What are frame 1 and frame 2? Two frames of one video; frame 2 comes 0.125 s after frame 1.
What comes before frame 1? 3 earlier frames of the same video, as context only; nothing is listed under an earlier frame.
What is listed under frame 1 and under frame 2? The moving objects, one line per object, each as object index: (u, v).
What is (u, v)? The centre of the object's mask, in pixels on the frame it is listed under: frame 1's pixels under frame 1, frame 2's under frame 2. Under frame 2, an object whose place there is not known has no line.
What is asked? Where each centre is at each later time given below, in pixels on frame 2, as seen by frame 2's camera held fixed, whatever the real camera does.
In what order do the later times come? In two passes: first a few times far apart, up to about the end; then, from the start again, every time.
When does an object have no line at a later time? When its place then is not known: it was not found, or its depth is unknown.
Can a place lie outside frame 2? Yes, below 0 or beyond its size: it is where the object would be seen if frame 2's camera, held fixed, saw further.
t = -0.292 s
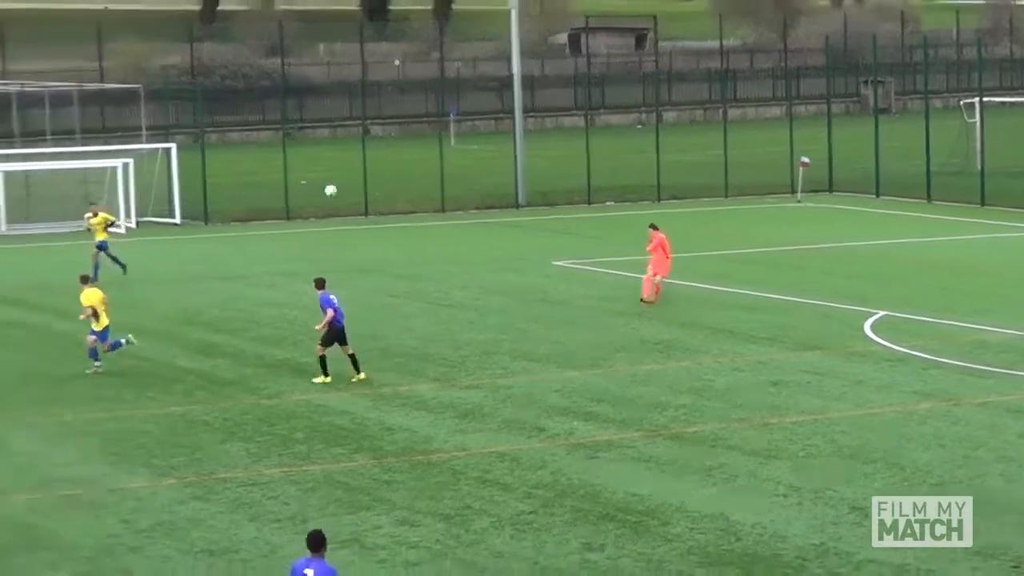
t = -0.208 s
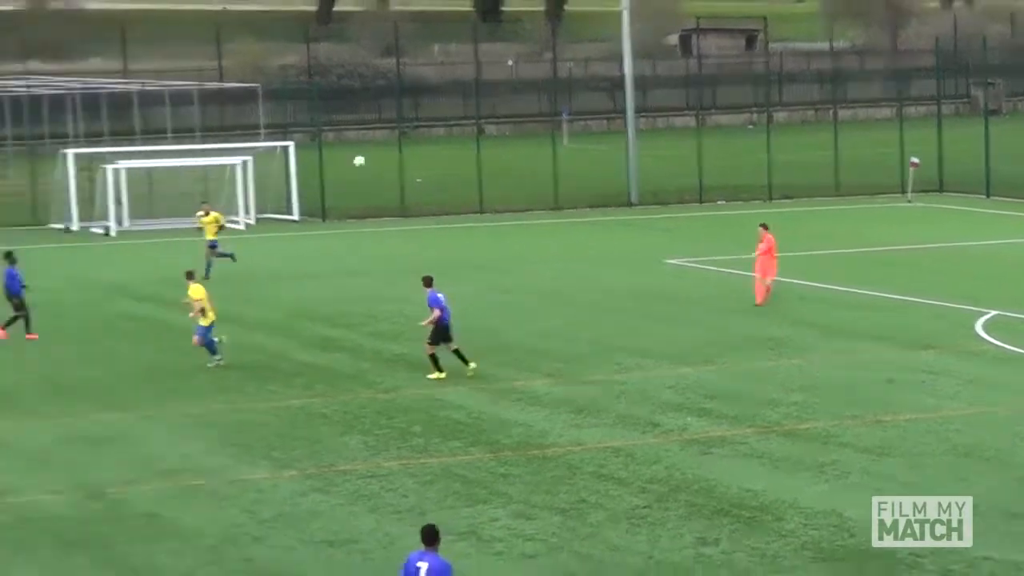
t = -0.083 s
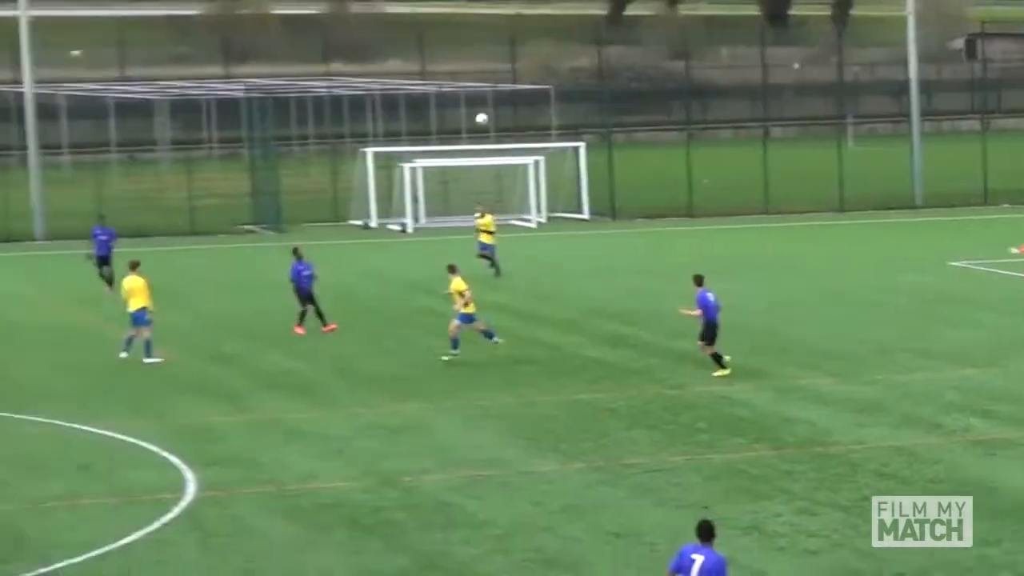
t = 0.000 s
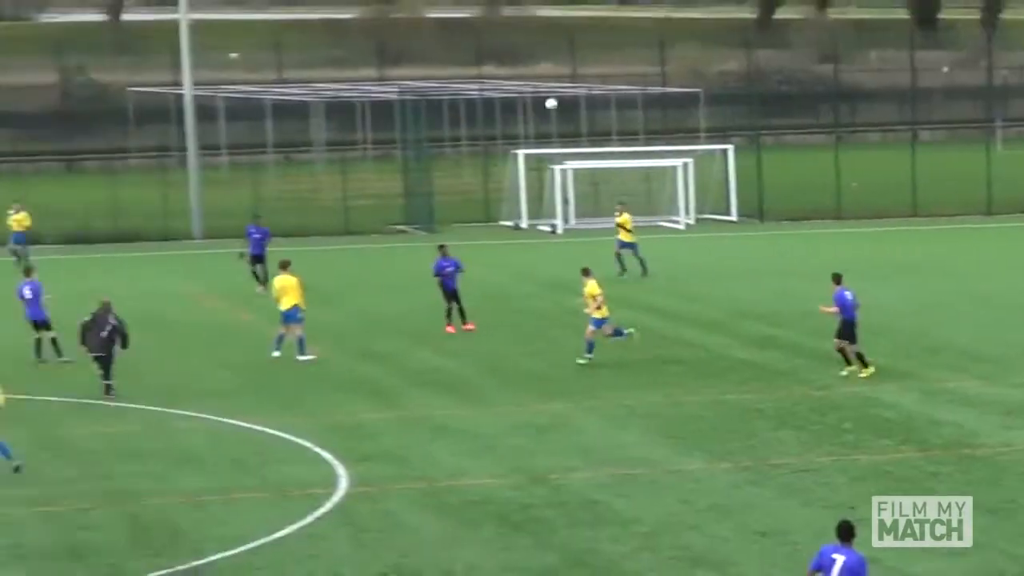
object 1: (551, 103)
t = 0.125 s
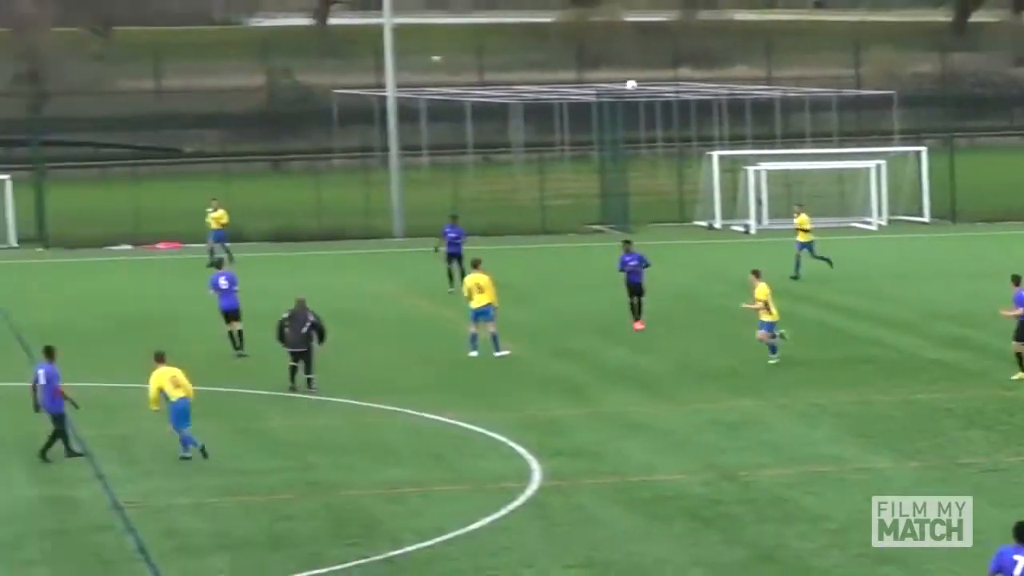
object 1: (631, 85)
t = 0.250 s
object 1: (521, 69)
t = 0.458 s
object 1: (351, 59)
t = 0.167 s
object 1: (593, 79)
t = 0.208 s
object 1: (557, 74)
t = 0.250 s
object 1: (521, 69)
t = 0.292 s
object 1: (486, 65)
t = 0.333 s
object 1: (452, 62)
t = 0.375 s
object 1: (418, 61)
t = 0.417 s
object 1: (383, 59)
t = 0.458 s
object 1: (351, 59)
